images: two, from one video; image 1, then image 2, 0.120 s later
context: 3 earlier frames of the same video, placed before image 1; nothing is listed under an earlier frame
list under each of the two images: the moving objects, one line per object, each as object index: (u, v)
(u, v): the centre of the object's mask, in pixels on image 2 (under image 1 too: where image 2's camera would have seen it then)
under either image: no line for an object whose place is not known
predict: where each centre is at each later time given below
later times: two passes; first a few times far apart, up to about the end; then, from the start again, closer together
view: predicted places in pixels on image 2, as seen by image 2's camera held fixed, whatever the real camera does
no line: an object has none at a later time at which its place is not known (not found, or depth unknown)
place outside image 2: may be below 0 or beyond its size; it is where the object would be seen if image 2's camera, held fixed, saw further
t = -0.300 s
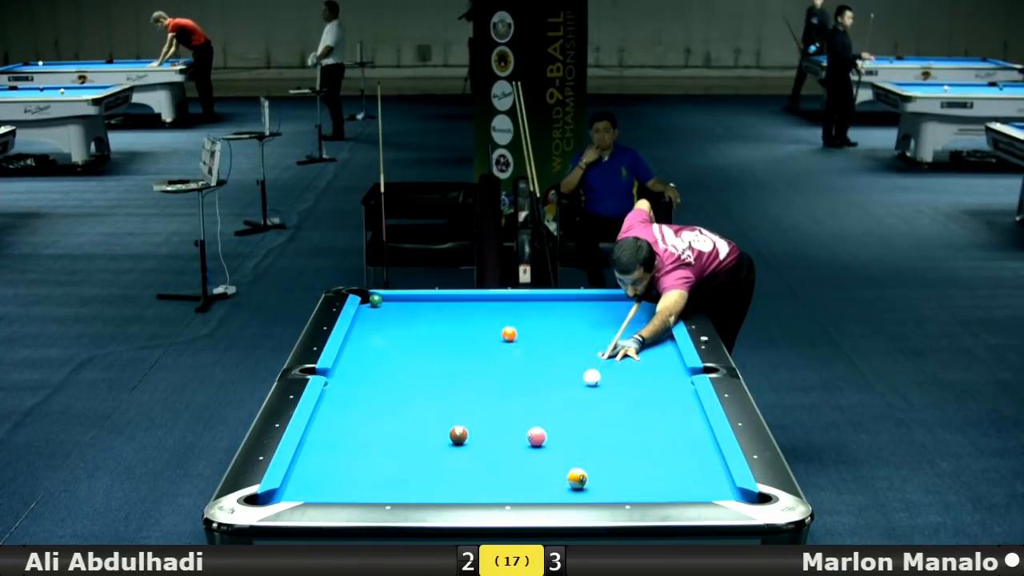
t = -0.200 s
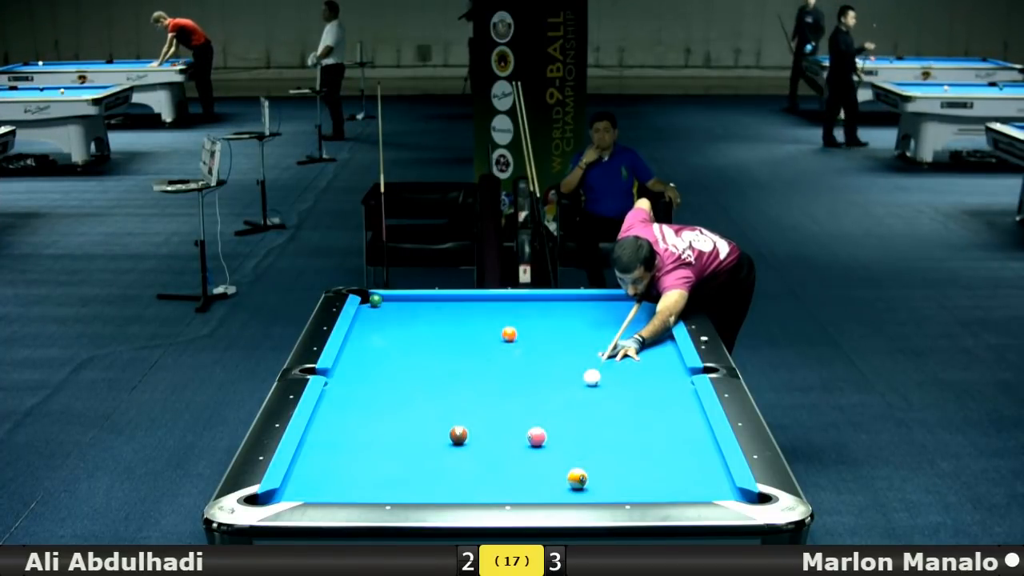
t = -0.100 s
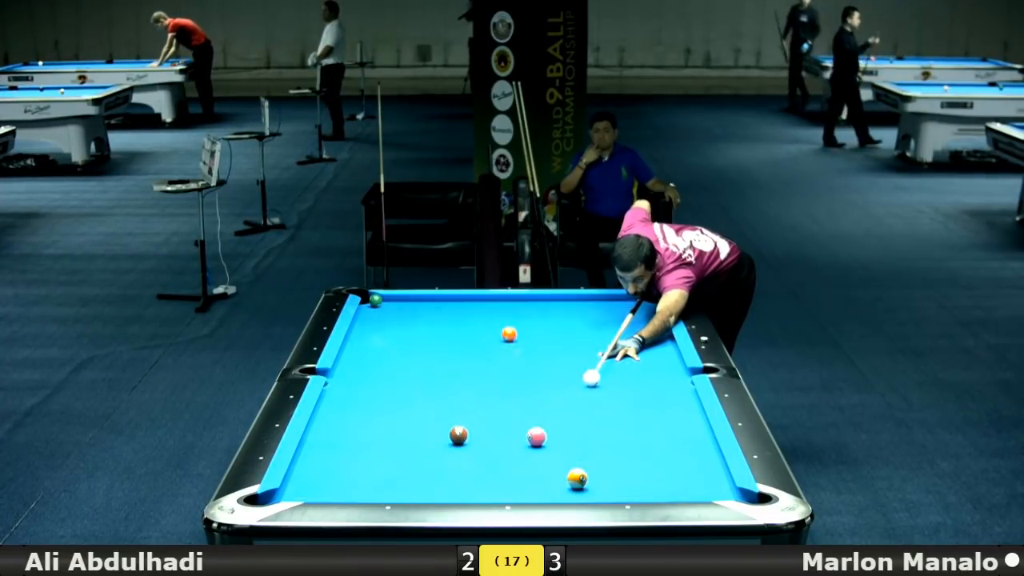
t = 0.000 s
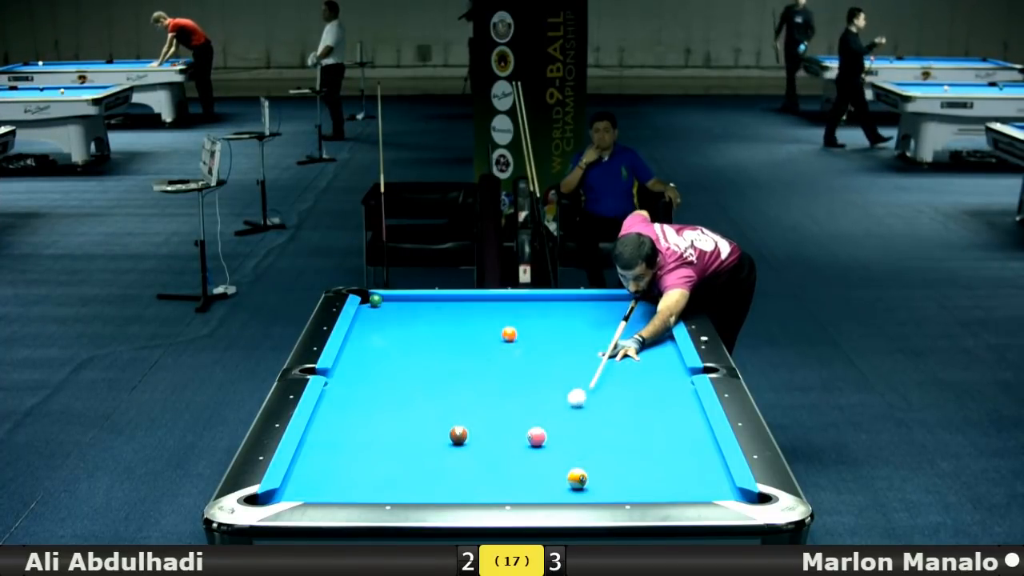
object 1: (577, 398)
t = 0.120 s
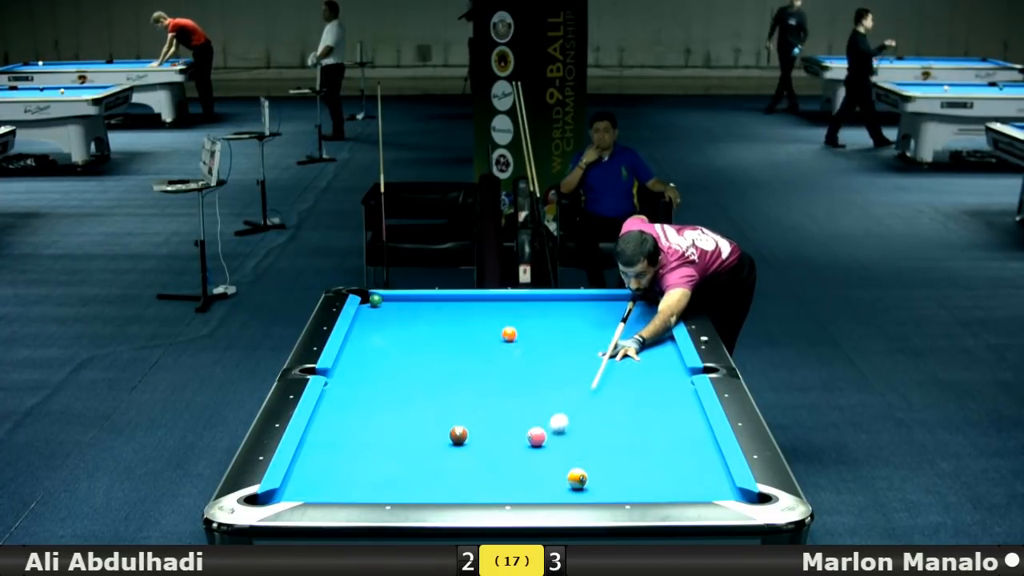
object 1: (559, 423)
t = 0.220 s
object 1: (567, 440)
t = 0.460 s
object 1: (620, 480)
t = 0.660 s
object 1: (656, 483)
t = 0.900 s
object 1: (691, 459)
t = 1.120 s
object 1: (700, 440)
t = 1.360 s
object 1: (673, 424)
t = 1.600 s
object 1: (648, 410)
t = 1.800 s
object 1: (629, 399)
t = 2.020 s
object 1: (610, 387)
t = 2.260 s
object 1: (590, 376)
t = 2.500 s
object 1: (573, 365)
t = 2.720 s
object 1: (557, 357)
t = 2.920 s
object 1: (544, 349)
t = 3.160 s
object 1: (530, 341)
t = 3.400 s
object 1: (523, 334)
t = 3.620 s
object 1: (526, 330)
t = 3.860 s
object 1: (529, 326)
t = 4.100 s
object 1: (531, 322)
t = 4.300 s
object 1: (533, 319)
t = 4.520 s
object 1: (535, 316)
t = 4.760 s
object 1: (537, 313)
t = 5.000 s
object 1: (539, 311)
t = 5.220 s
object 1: (541, 309)
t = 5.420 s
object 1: (542, 307)
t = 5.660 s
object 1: (543, 305)
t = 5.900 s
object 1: (544, 304)
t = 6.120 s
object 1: (545, 303)
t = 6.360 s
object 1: (546, 302)
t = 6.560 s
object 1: (546, 301)
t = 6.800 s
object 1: (546, 301)
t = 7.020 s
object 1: (547, 300)
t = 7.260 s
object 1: (547, 300)
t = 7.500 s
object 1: (547, 300)
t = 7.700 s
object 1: (547, 300)
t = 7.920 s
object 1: (547, 300)
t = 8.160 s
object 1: (547, 300)
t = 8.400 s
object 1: (547, 300)
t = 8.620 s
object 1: (547, 300)
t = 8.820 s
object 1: (547, 300)
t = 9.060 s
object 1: (547, 300)
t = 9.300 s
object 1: (547, 300)
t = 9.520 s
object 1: (547, 300)
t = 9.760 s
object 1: (547, 300)
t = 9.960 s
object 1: (547, 300)
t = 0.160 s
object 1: (553, 432)
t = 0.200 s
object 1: (561, 438)
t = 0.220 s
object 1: (567, 440)
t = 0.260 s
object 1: (577, 446)
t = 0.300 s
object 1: (587, 452)
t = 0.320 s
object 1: (591, 456)
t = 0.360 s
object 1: (600, 462)
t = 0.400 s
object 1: (607, 469)
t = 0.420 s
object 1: (611, 473)
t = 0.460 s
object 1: (620, 480)
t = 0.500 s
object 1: (628, 486)
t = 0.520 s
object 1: (632, 488)
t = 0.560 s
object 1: (641, 492)
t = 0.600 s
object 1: (647, 488)
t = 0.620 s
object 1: (650, 487)
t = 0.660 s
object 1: (656, 483)
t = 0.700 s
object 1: (662, 479)
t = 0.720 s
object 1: (665, 477)
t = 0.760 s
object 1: (671, 472)
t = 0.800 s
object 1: (677, 468)
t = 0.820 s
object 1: (680, 467)
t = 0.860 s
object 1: (685, 463)
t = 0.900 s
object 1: (691, 459)
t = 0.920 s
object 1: (694, 457)
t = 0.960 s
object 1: (699, 454)
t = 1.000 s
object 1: (704, 450)
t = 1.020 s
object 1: (707, 448)
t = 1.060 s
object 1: (708, 445)
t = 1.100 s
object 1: (702, 442)
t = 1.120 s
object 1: (700, 440)
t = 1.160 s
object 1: (695, 438)
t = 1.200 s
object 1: (691, 435)
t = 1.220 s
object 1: (688, 433)
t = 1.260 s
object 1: (684, 431)
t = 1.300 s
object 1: (679, 428)
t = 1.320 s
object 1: (677, 427)
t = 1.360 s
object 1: (673, 424)
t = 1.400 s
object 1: (669, 422)
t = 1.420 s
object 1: (666, 420)
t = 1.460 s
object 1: (662, 418)
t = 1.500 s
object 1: (658, 416)
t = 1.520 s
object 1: (656, 414)
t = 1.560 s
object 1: (652, 412)
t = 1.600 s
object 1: (648, 410)
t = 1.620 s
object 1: (646, 409)
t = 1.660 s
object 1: (642, 406)
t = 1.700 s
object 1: (639, 404)
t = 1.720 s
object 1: (637, 403)
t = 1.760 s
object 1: (633, 401)
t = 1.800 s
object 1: (629, 399)
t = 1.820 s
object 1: (627, 398)
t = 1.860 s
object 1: (624, 395)
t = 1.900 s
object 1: (620, 393)
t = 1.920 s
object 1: (618, 392)
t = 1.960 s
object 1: (615, 390)
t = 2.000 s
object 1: (611, 388)
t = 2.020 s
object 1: (610, 387)
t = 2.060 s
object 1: (606, 385)
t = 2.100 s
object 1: (603, 383)
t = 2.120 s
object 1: (602, 382)
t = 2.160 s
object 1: (598, 381)
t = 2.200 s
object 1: (595, 379)
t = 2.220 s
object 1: (593, 378)
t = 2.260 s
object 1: (590, 376)
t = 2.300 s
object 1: (587, 374)
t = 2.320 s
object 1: (586, 373)
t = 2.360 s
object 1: (583, 371)
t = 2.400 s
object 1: (580, 370)
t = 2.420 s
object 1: (578, 369)
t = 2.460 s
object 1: (575, 367)
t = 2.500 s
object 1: (573, 365)
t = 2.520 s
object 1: (571, 365)
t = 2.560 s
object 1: (568, 363)
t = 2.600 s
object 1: (565, 361)
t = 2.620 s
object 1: (564, 361)
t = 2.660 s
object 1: (561, 359)
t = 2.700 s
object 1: (559, 358)
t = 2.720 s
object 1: (557, 357)
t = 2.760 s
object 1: (555, 355)
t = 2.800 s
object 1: (552, 354)
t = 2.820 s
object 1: (551, 353)
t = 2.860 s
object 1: (548, 351)
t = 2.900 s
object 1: (546, 350)
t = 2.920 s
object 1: (544, 349)
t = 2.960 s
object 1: (542, 348)
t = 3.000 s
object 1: (539, 346)
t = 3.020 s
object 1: (538, 345)
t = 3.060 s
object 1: (536, 344)
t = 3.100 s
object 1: (534, 343)
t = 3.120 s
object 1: (532, 342)
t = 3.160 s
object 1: (530, 341)
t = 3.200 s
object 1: (528, 339)
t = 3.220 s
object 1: (527, 339)
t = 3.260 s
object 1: (524, 338)
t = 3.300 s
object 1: (522, 336)
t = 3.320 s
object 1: (522, 336)
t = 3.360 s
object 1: (523, 335)
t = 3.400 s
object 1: (523, 334)
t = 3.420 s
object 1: (523, 334)
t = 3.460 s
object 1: (524, 333)
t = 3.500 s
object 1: (525, 332)
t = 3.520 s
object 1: (525, 332)
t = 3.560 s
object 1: (525, 331)
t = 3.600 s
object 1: (526, 330)
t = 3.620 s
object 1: (526, 330)
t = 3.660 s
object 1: (526, 329)
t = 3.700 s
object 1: (527, 329)
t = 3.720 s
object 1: (527, 328)
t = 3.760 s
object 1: (528, 327)
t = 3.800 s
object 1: (528, 327)
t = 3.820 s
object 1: (528, 326)
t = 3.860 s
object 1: (529, 326)
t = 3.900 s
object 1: (529, 325)
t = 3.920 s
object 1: (530, 325)
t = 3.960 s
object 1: (530, 324)
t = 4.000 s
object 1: (530, 323)
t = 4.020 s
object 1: (531, 323)
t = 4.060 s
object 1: (531, 323)
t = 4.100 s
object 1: (531, 322)
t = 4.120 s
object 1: (532, 321)
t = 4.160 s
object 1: (532, 321)
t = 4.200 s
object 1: (532, 320)
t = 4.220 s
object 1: (533, 320)
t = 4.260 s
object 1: (533, 320)
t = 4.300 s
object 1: (533, 319)
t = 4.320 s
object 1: (534, 319)
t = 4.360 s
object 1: (534, 318)
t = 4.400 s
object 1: (534, 318)
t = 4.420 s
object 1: (534, 317)
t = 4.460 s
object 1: (535, 317)
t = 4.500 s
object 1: (535, 316)
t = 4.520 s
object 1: (535, 316)
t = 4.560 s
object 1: (536, 315)
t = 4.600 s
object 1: (536, 315)
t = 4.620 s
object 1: (536, 315)
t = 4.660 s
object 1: (537, 314)
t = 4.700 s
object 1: (537, 314)
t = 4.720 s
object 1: (537, 314)
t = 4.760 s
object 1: (537, 313)
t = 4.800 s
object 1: (538, 313)
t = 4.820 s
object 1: (538, 313)
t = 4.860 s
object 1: (538, 312)
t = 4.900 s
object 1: (538, 312)
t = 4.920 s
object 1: (539, 312)
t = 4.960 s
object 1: (539, 311)
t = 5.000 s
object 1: (539, 311)
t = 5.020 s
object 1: (539, 311)
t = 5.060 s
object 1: (540, 310)
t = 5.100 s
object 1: (540, 310)
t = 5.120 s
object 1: (540, 310)
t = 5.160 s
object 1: (540, 309)
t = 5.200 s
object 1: (541, 309)
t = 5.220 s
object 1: (541, 309)
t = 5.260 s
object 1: (541, 308)
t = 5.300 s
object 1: (541, 308)
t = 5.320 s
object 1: (542, 308)
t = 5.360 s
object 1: (542, 308)
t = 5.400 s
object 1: (542, 307)
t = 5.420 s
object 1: (542, 307)
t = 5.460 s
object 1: (542, 307)
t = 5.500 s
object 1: (543, 306)
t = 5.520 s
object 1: (543, 306)
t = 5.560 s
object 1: (543, 306)
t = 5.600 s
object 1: (543, 306)
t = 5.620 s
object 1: (543, 305)
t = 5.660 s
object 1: (543, 305)
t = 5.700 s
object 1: (544, 305)
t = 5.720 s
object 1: (544, 305)
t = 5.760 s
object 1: (544, 304)
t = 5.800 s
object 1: (544, 304)
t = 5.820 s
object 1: (544, 304)
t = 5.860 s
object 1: (544, 304)
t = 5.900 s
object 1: (544, 304)
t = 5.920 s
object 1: (545, 304)
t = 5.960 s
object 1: (545, 303)
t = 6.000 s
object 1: (545, 303)
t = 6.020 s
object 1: (545, 303)
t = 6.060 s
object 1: (545, 303)
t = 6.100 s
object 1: (545, 303)
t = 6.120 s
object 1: (545, 303)
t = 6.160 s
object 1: (545, 302)
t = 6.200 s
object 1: (545, 302)
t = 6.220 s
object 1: (546, 302)
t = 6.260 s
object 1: (546, 302)
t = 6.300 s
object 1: (546, 302)
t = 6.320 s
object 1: (546, 302)
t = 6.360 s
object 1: (546, 302)
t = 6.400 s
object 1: (546, 301)
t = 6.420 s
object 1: (546, 301)
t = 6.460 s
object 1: (546, 301)
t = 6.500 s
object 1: (546, 301)
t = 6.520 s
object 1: (546, 301)
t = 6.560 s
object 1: (546, 301)
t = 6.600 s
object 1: (546, 301)
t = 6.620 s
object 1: (546, 301)
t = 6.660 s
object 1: (546, 301)
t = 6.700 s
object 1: (546, 301)
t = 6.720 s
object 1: (546, 301)
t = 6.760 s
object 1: (546, 301)
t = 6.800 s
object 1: (546, 301)
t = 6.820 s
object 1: (547, 301)
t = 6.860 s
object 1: (547, 301)
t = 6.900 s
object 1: (547, 300)
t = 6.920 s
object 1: (547, 300)
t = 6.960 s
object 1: (547, 300)
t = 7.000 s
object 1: (547, 300)
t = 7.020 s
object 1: (547, 300)
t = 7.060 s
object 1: (547, 300)
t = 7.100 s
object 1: (547, 300)
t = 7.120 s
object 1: (547, 300)
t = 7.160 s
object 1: (547, 300)
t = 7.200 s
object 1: (547, 300)
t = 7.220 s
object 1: (547, 300)
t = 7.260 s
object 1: (547, 300)
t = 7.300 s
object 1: (547, 300)
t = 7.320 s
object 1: (547, 300)
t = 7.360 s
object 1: (547, 300)
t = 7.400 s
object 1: (547, 300)
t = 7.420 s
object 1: (547, 300)
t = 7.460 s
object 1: (547, 300)
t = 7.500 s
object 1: (547, 300)
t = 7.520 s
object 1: (547, 300)
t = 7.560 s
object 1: (547, 300)
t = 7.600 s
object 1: (547, 300)
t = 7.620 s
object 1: (547, 300)
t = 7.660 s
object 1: (547, 300)
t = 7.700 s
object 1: (547, 300)
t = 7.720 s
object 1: (547, 300)
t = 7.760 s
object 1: (547, 300)
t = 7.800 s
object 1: (547, 300)
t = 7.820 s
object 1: (547, 300)
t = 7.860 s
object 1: (547, 300)
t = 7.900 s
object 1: (547, 300)
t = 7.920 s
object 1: (547, 300)
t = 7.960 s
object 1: (547, 300)
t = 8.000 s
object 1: (547, 300)
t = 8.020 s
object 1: (547, 300)
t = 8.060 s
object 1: (547, 300)
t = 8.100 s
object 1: (547, 300)
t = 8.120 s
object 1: (547, 300)
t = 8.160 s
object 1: (547, 300)
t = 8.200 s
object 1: (547, 300)
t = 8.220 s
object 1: (547, 300)
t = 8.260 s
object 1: (547, 300)
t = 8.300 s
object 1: (547, 300)
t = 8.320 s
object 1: (547, 300)
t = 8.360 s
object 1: (547, 300)
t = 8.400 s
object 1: (547, 300)
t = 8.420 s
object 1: (547, 300)
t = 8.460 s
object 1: (547, 300)
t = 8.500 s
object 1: (547, 300)
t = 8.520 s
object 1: (547, 300)
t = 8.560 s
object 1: (547, 300)
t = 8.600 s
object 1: (547, 300)
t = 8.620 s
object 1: (547, 300)
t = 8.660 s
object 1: (547, 300)
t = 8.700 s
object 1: (547, 300)
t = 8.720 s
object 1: (547, 300)
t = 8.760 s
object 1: (547, 300)
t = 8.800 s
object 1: (547, 300)
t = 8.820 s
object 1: (547, 300)
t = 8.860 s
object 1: (547, 300)
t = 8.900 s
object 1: (547, 300)
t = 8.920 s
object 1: (547, 300)
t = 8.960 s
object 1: (547, 300)
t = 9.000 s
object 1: (547, 300)
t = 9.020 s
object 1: (547, 300)
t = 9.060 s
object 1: (547, 300)
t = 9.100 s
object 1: (547, 300)
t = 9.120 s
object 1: (547, 300)
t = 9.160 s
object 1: (547, 300)
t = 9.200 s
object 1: (547, 300)
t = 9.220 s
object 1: (547, 300)
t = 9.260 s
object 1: (547, 300)
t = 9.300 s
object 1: (547, 300)
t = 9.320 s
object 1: (547, 300)
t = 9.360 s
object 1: (547, 300)
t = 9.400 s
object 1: (547, 300)
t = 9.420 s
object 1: (547, 300)
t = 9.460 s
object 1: (547, 300)
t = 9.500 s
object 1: (547, 300)
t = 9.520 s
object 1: (547, 300)
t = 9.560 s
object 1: (547, 300)
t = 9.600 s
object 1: (547, 300)
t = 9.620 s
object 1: (547, 300)
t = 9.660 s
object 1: (547, 300)
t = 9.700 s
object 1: (547, 300)
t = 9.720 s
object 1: (547, 300)
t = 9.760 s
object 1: (547, 300)
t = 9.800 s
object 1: (547, 300)
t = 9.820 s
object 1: (547, 300)
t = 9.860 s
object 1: (547, 300)
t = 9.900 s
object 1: (547, 300)
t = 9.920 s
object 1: (547, 300)
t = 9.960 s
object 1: (547, 300)
